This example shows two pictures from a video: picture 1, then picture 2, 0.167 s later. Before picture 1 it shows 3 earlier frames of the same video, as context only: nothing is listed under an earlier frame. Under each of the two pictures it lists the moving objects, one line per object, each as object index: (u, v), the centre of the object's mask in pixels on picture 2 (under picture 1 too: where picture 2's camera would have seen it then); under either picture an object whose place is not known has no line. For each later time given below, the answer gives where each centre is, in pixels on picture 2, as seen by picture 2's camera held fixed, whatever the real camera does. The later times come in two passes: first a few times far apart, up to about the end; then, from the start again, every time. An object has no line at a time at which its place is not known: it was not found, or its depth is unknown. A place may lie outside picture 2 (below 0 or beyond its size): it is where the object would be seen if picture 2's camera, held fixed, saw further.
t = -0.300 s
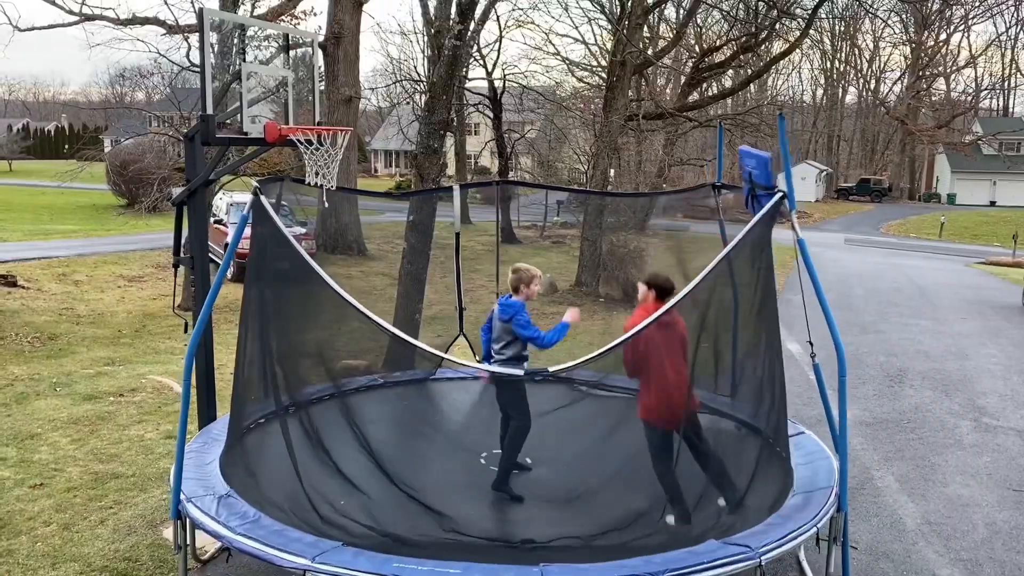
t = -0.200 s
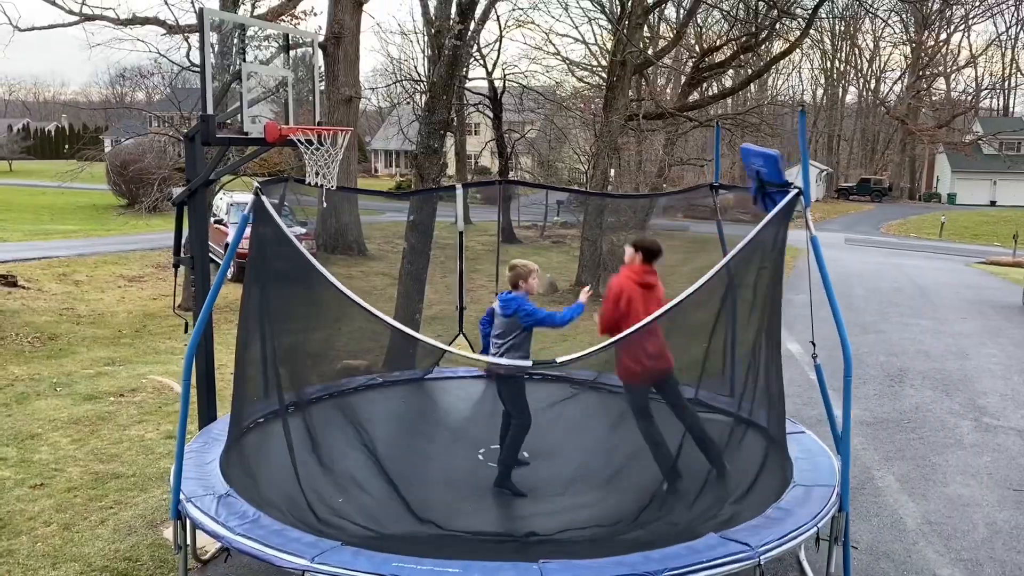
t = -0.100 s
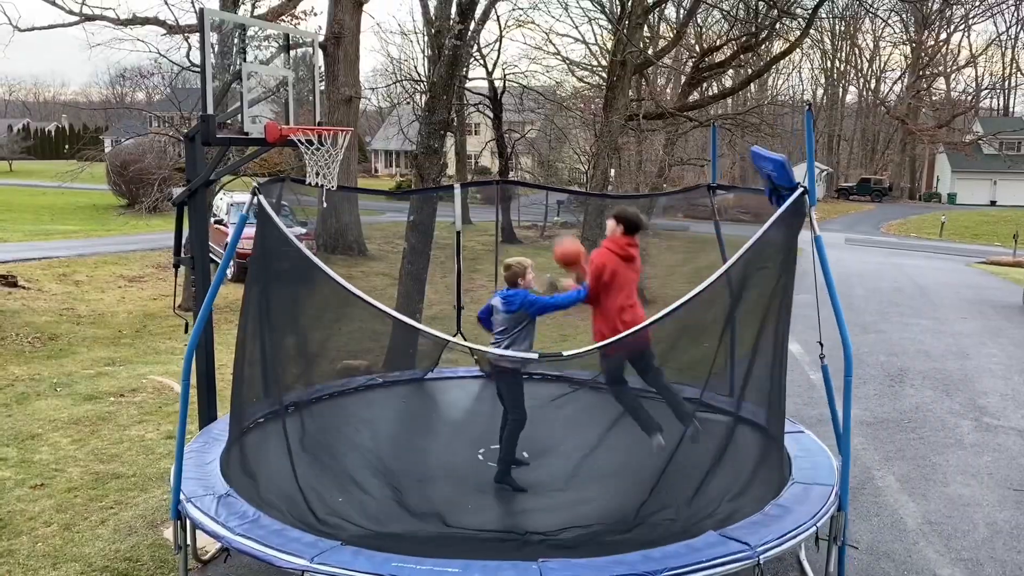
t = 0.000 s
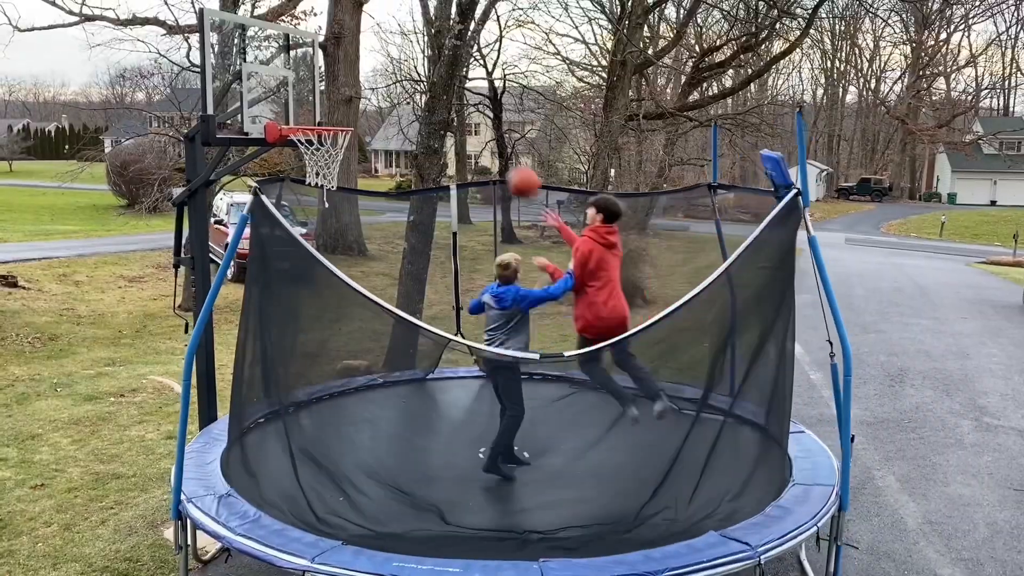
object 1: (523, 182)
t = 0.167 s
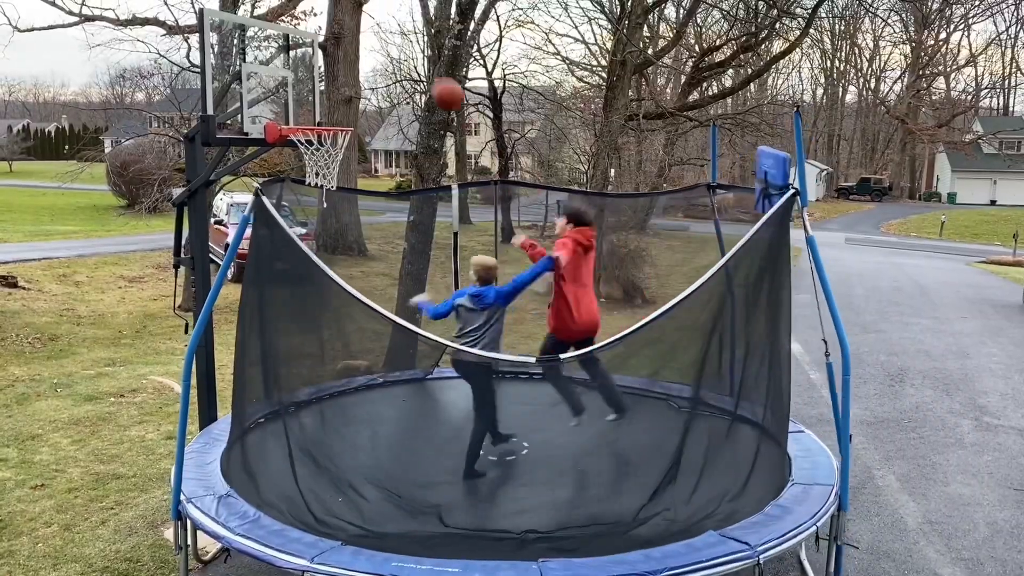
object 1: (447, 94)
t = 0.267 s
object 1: (402, 61)
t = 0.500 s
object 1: (326, 32)
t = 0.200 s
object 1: (434, 82)
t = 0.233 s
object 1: (418, 71)
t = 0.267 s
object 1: (402, 61)
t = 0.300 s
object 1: (387, 52)
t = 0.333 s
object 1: (372, 45)
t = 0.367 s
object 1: (355, 39)
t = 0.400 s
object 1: (342, 35)
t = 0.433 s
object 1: (329, 34)
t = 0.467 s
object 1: (320, 32)
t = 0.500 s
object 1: (326, 32)
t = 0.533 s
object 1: (332, 30)
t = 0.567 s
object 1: (339, 32)
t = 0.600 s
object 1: (344, 34)
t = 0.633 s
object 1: (350, 38)
